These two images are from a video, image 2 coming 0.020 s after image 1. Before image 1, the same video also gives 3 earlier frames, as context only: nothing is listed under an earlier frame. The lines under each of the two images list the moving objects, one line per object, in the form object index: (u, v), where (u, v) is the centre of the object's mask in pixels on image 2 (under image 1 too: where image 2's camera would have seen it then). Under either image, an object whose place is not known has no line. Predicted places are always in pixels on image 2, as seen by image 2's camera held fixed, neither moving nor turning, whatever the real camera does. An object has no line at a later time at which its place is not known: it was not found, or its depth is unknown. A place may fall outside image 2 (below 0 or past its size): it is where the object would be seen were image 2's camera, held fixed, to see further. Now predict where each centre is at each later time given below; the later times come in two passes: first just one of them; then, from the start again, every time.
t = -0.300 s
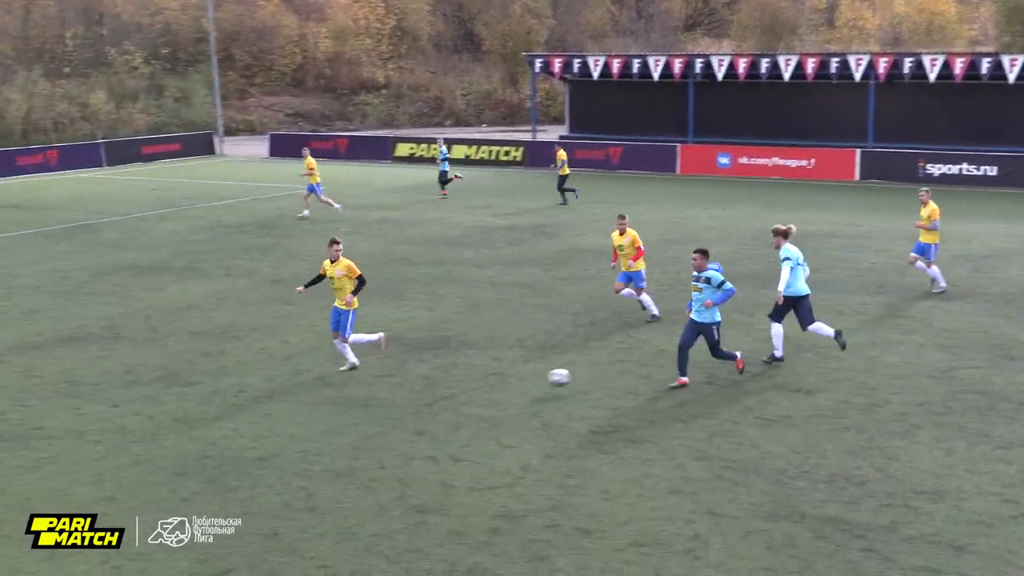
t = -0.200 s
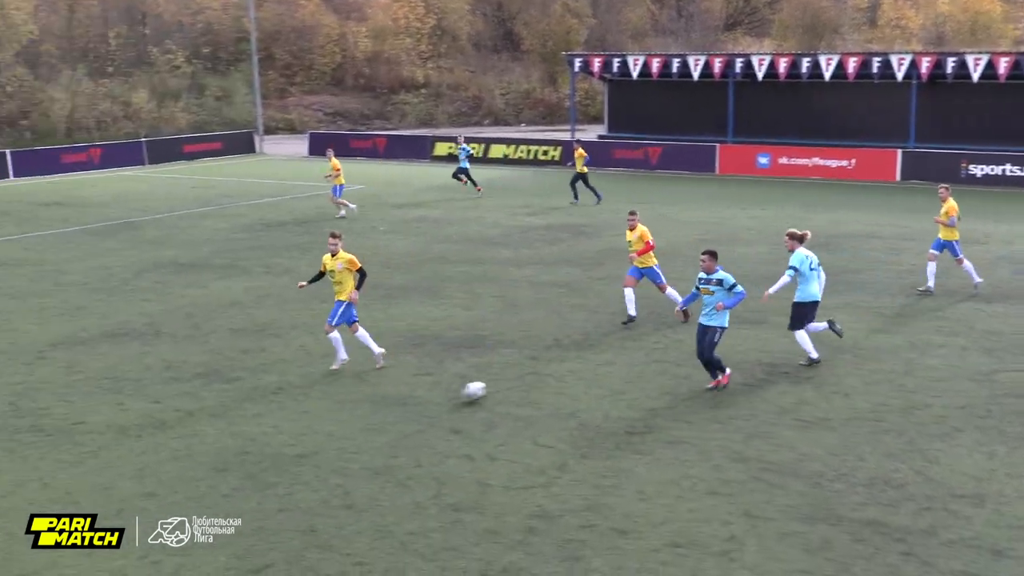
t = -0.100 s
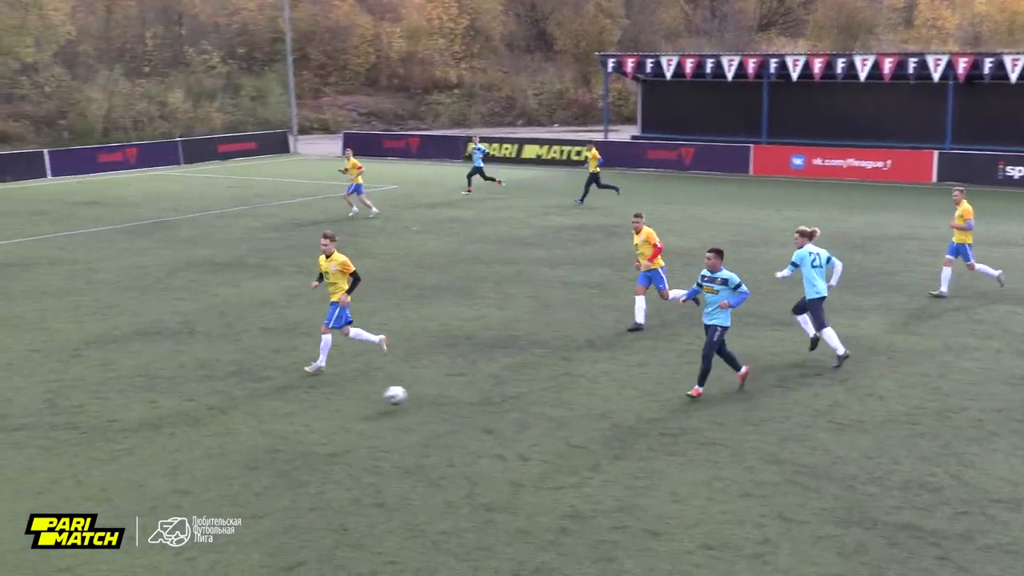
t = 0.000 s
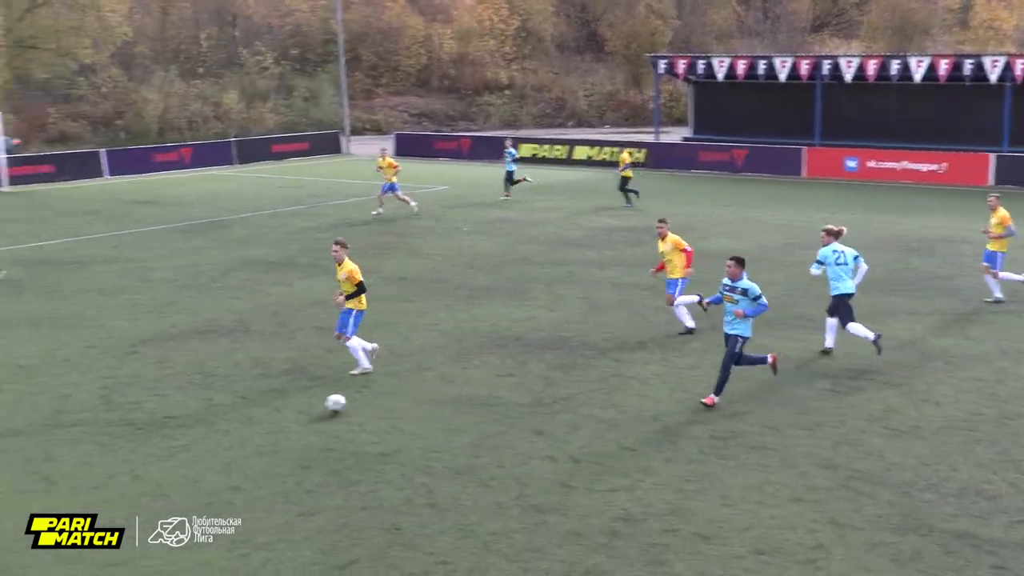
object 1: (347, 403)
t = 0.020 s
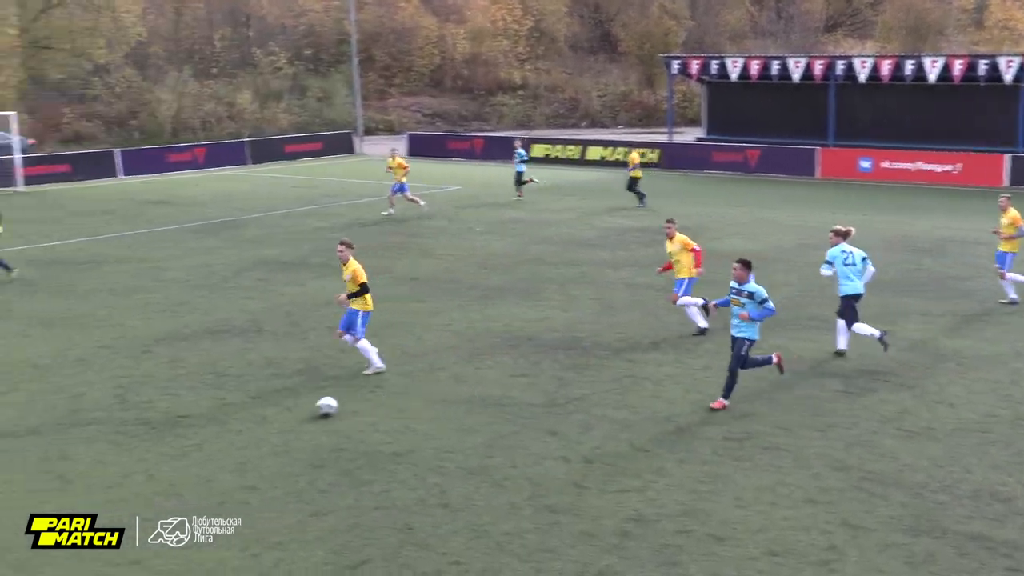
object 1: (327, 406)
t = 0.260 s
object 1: (87, 417)
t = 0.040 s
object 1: (307, 407)
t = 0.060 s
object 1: (288, 405)
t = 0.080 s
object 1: (269, 405)
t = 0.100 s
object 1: (250, 405)
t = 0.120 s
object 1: (229, 405)
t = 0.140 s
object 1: (209, 405)
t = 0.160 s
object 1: (189, 406)
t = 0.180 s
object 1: (169, 407)
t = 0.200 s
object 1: (148, 408)
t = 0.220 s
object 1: (128, 411)
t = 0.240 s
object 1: (108, 413)
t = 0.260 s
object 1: (87, 417)
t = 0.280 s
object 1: (67, 419)
